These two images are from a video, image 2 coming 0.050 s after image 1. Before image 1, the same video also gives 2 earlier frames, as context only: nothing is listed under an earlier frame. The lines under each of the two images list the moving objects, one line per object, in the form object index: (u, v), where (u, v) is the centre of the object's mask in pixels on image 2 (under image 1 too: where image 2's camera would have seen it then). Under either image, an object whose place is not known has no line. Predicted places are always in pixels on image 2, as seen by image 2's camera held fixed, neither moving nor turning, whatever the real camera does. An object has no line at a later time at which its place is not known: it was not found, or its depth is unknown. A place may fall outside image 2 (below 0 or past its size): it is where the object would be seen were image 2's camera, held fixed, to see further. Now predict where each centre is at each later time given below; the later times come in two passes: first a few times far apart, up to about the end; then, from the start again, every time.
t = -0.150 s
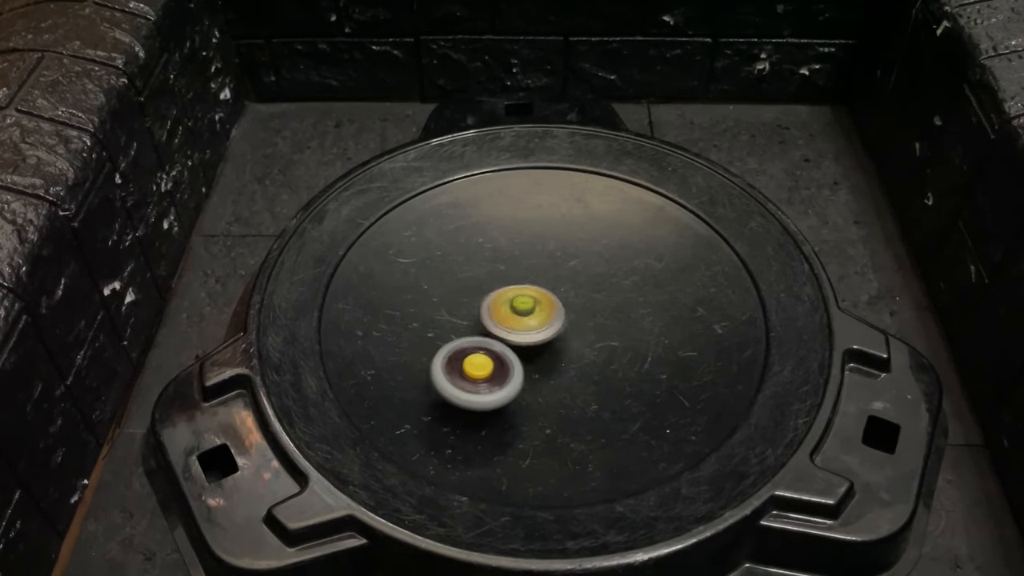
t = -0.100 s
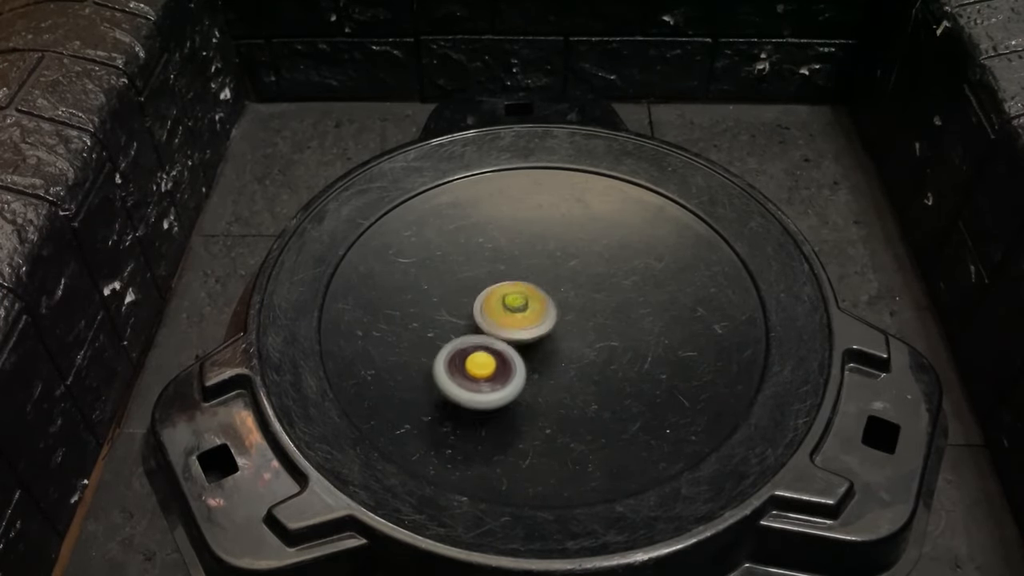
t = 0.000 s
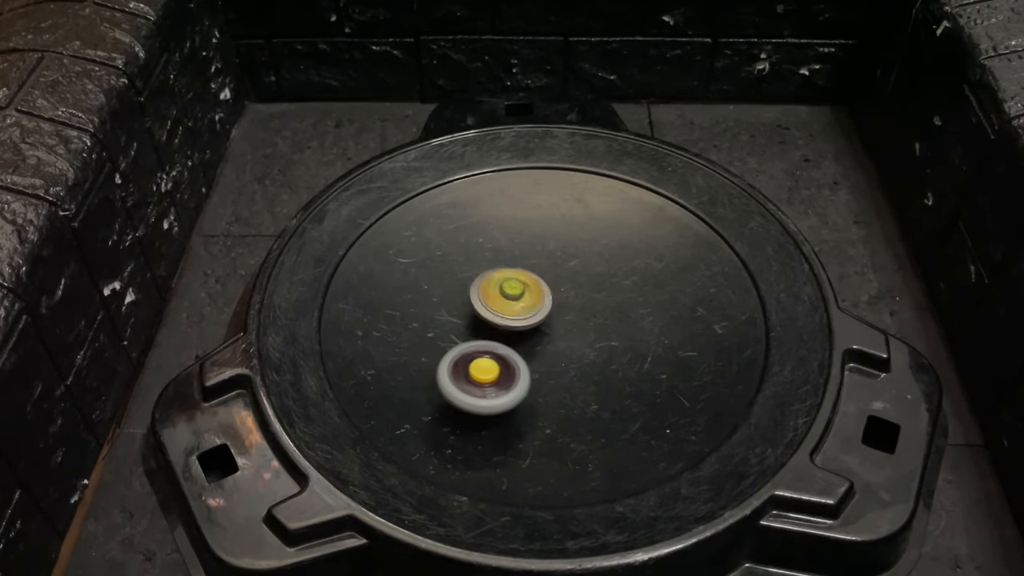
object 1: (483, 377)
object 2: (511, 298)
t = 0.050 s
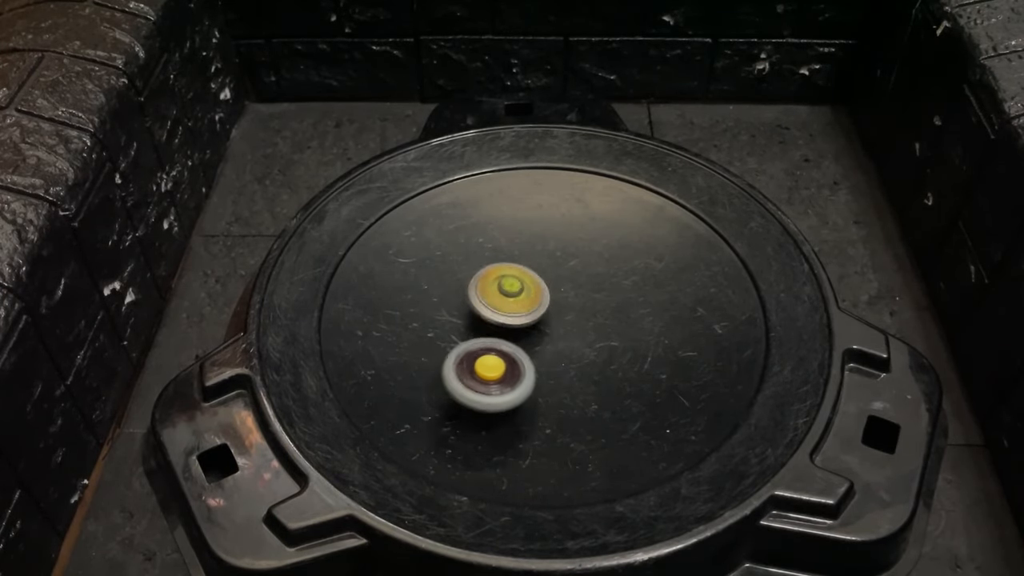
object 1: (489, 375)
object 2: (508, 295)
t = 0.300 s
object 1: (517, 350)
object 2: (511, 287)
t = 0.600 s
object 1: (524, 361)
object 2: (574, 309)
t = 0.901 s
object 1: (458, 367)
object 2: (625, 347)
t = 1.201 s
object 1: (444, 354)
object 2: (553, 353)
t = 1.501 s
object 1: (433, 331)
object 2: (517, 303)
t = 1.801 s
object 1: (405, 318)
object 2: (618, 238)
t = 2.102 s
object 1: (484, 313)
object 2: (605, 240)
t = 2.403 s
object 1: (481, 348)
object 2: (623, 290)
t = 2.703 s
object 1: (511, 385)
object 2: (622, 295)
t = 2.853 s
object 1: (526, 391)
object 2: (592, 299)
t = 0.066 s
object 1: (491, 374)
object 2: (509, 294)
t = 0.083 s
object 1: (493, 372)
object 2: (508, 292)
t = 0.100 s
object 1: (495, 371)
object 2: (508, 293)
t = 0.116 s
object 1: (497, 370)
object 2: (508, 292)
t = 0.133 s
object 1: (499, 368)
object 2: (508, 291)
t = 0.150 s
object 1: (501, 367)
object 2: (509, 291)
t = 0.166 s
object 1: (503, 365)
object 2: (508, 291)
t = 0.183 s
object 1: (505, 363)
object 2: (509, 290)
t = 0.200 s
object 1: (506, 361)
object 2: (509, 290)
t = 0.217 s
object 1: (508, 359)
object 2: (510, 289)
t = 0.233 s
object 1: (509, 357)
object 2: (509, 289)
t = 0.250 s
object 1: (511, 356)
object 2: (510, 289)
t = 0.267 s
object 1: (513, 354)
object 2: (511, 288)
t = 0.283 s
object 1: (515, 352)
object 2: (512, 288)
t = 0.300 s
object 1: (517, 350)
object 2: (511, 287)
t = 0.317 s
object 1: (518, 348)
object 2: (512, 286)
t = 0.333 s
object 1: (520, 346)
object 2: (514, 284)
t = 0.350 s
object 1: (520, 346)
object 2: (516, 285)
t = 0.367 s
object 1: (520, 349)
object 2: (519, 285)
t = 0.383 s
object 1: (520, 350)
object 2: (523, 286)
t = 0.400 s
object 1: (520, 351)
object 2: (527, 285)
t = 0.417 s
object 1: (521, 351)
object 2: (531, 287)
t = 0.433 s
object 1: (522, 352)
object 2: (534, 287)
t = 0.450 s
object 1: (524, 352)
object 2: (537, 289)
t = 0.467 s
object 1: (526, 352)
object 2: (541, 290)
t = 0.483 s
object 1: (528, 352)
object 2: (544, 292)
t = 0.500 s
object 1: (528, 352)
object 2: (548, 292)
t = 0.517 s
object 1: (527, 354)
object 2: (554, 297)
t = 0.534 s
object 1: (525, 357)
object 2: (559, 299)
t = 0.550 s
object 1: (524, 358)
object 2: (563, 301)
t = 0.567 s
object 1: (524, 360)
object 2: (567, 303)
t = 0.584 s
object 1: (524, 361)
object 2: (571, 306)
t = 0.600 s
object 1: (524, 361)
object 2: (574, 309)
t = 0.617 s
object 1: (525, 362)
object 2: (577, 312)
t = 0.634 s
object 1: (526, 363)
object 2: (579, 314)
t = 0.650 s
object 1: (524, 363)
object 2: (585, 319)
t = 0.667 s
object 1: (515, 362)
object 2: (591, 322)
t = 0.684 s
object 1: (505, 365)
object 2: (602, 321)
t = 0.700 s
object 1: (496, 371)
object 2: (607, 321)
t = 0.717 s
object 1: (487, 371)
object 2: (619, 323)
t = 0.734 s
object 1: (479, 370)
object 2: (625, 327)
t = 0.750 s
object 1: (473, 369)
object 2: (629, 327)
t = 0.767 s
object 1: (468, 370)
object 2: (635, 331)
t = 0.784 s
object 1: (464, 369)
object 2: (636, 333)
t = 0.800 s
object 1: (461, 369)
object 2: (639, 333)
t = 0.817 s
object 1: (459, 368)
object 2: (639, 336)
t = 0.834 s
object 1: (458, 368)
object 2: (638, 337)
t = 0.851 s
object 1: (458, 367)
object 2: (636, 339)
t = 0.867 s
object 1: (457, 367)
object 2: (633, 342)
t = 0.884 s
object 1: (458, 367)
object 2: (630, 344)
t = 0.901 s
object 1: (458, 367)
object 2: (625, 347)
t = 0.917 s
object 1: (458, 367)
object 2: (622, 348)
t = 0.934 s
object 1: (458, 366)
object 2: (618, 350)
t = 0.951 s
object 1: (459, 366)
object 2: (613, 352)
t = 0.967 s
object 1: (459, 366)
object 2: (610, 353)
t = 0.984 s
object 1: (460, 366)
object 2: (604, 354)
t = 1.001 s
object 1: (460, 365)
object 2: (600, 356)
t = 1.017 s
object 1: (461, 365)
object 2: (594, 357)
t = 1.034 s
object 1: (461, 364)
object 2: (589, 358)
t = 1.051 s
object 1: (461, 363)
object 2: (585, 358)
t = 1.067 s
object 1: (461, 363)
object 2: (579, 358)
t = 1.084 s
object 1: (461, 362)
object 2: (575, 358)
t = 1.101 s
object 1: (461, 361)
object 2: (569, 358)
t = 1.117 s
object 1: (461, 360)
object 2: (563, 358)
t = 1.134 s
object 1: (461, 360)
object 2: (559, 358)
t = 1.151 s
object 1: (461, 359)
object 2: (554, 356)
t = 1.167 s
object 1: (459, 358)
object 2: (551, 356)
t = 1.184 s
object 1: (451, 356)
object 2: (552, 355)
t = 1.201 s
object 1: (444, 354)
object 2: (553, 353)
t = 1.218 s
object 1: (439, 353)
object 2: (553, 352)
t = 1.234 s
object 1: (435, 352)
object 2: (552, 350)
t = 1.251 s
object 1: (433, 351)
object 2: (550, 348)
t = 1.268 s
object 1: (431, 350)
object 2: (547, 345)
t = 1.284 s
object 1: (430, 349)
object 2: (543, 342)
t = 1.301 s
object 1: (429, 348)
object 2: (542, 339)
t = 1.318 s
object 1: (429, 347)
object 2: (538, 336)
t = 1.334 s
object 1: (428, 346)
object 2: (537, 333)
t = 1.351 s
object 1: (428, 345)
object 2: (533, 330)
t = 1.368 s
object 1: (428, 343)
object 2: (530, 327)
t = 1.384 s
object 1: (428, 342)
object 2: (529, 324)
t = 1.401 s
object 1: (428, 341)
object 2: (526, 321)
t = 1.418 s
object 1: (429, 339)
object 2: (525, 318)
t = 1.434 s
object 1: (429, 337)
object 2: (523, 315)
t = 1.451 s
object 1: (430, 336)
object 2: (520, 312)
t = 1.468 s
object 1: (431, 334)
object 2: (519, 309)
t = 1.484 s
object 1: (432, 332)
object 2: (518, 306)
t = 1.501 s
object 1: (433, 331)
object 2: (517, 303)
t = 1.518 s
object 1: (435, 329)
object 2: (515, 299)
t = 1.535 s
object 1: (436, 327)
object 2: (513, 296)
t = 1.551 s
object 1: (438, 325)
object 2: (513, 293)
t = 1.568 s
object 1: (440, 324)
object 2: (512, 290)
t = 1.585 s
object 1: (442, 322)
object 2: (511, 287)
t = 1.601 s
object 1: (444, 320)
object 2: (511, 285)
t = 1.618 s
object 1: (441, 319)
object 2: (512, 282)
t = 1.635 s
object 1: (430, 319)
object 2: (527, 276)
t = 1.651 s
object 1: (419, 320)
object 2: (541, 271)
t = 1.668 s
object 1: (410, 320)
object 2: (553, 265)
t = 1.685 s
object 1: (403, 319)
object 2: (562, 260)
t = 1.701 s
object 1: (399, 319)
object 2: (574, 256)
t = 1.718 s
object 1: (396, 318)
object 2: (584, 253)
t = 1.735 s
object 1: (396, 318)
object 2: (592, 250)
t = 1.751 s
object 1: (396, 318)
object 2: (600, 247)
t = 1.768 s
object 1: (399, 318)
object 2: (607, 243)
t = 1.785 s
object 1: (401, 318)
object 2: (613, 241)
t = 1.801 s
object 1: (405, 318)
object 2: (618, 238)
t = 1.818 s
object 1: (408, 318)
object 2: (623, 235)
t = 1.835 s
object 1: (412, 319)
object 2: (627, 231)
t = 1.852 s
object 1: (415, 319)
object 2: (629, 228)
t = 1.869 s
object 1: (420, 318)
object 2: (631, 227)
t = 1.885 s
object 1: (424, 318)
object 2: (631, 226)
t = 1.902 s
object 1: (429, 318)
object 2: (630, 224)
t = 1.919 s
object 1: (433, 318)
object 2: (630, 223)
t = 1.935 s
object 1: (438, 317)
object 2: (630, 223)
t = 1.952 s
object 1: (442, 317)
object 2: (629, 224)
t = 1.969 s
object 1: (447, 316)
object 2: (628, 223)
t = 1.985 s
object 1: (452, 316)
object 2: (627, 224)
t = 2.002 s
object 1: (456, 316)
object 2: (626, 225)
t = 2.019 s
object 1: (461, 315)
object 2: (623, 227)
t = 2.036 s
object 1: (466, 315)
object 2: (620, 230)
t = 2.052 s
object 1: (470, 314)
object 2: (617, 232)
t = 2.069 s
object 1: (475, 314)
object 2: (613, 234)
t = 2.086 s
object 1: (480, 313)
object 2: (609, 237)
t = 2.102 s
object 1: (484, 313)
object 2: (605, 240)
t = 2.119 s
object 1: (489, 313)
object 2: (600, 241)
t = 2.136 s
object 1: (494, 312)
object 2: (595, 245)
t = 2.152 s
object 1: (498, 312)
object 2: (590, 249)
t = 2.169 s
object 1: (503, 312)
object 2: (586, 252)
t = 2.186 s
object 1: (508, 311)
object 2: (582, 255)
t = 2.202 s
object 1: (513, 311)
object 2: (579, 260)
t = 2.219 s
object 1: (518, 311)
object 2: (577, 263)
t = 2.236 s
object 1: (523, 310)
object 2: (576, 266)
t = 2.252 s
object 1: (527, 310)
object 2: (576, 271)
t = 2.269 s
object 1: (529, 311)
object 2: (578, 276)
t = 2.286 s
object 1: (527, 312)
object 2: (583, 283)
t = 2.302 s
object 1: (519, 315)
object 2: (587, 286)
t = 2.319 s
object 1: (512, 320)
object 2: (592, 287)
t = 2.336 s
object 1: (504, 329)
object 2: (600, 287)
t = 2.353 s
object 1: (497, 335)
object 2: (607, 289)
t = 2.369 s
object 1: (491, 338)
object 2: (613, 290)
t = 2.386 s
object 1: (485, 343)
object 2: (619, 290)
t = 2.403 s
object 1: (481, 348)
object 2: (623, 290)
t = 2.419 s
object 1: (478, 352)
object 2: (626, 290)
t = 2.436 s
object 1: (477, 356)
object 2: (628, 289)
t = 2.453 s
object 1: (477, 360)
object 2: (629, 289)
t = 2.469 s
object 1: (478, 364)
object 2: (629, 288)
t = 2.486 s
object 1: (481, 367)
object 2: (629, 288)
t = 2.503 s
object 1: (484, 369)
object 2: (629, 288)
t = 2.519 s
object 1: (487, 371)
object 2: (628, 287)
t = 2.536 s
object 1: (490, 373)
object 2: (628, 287)
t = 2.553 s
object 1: (493, 374)
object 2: (628, 288)
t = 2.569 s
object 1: (495, 375)
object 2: (628, 288)
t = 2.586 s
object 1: (497, 376)
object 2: (627, 288)
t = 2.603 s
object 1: (500, 378)
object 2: (627, 289)
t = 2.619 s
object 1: (502, 379)
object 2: (627, 289)
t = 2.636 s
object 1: (504, 380)
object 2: (627, 290)
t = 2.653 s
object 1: (506, 382)
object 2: (626, 291)
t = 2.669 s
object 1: (508, 383)
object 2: (625, 293)
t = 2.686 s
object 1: (509, 384)
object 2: (624, 294)
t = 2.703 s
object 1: (511, 385)
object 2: (622, 295)
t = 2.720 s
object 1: (513, 386)
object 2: (620, 297)
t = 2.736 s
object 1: (514, 387)
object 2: (617, 298)
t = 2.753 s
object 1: (516, 388)
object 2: (614, 299)
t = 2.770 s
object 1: (517, 388)
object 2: (610, 299)
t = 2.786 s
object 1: (519, 389)
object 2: (607, 299)
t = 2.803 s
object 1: (521, 390)
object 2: (604, 300)
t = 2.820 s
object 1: (522, 390)
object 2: (600, 300)
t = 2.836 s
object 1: (524, 391)
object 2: (596, 299)
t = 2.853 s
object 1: (526, 391)
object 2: (592, 299)
